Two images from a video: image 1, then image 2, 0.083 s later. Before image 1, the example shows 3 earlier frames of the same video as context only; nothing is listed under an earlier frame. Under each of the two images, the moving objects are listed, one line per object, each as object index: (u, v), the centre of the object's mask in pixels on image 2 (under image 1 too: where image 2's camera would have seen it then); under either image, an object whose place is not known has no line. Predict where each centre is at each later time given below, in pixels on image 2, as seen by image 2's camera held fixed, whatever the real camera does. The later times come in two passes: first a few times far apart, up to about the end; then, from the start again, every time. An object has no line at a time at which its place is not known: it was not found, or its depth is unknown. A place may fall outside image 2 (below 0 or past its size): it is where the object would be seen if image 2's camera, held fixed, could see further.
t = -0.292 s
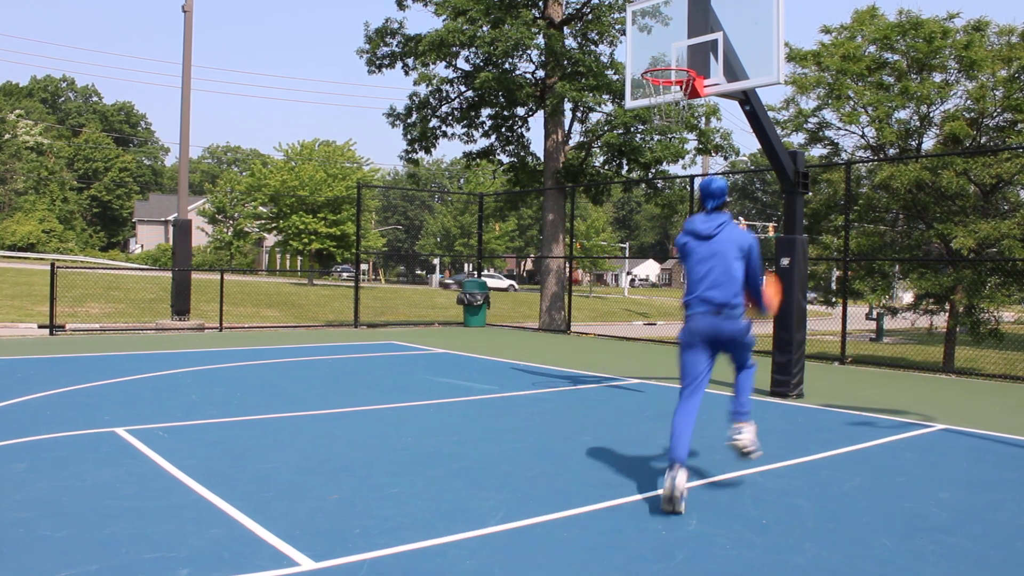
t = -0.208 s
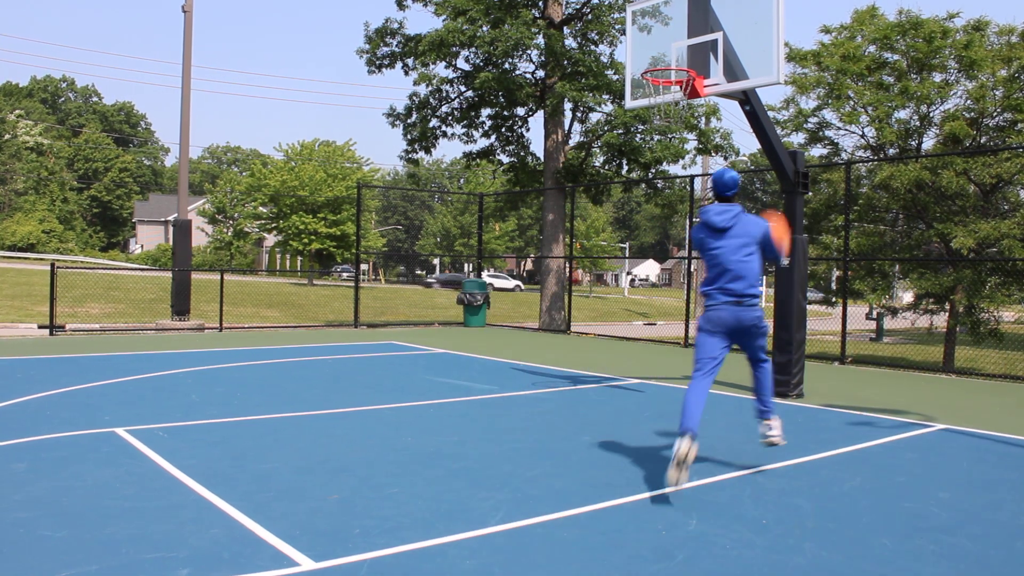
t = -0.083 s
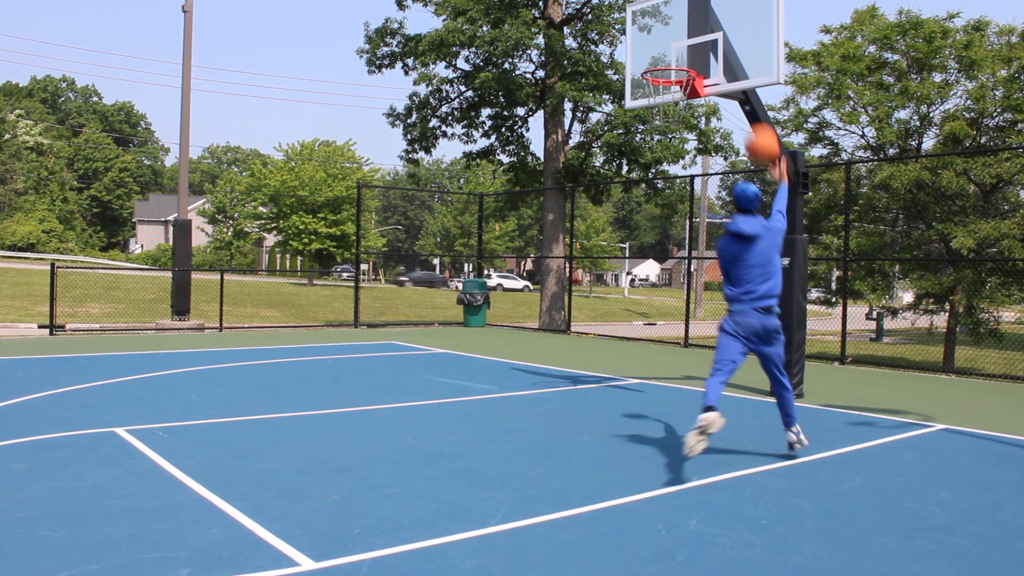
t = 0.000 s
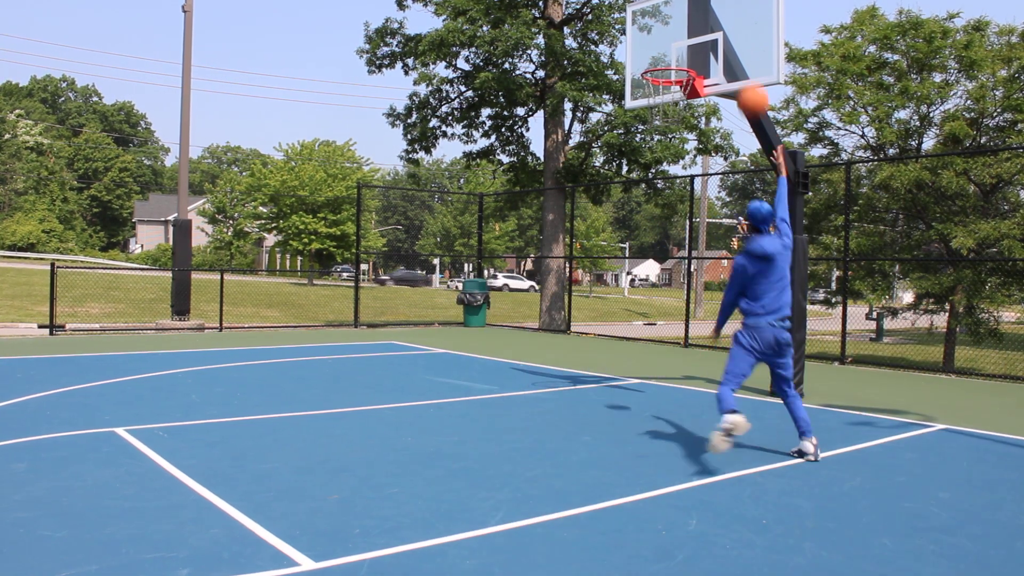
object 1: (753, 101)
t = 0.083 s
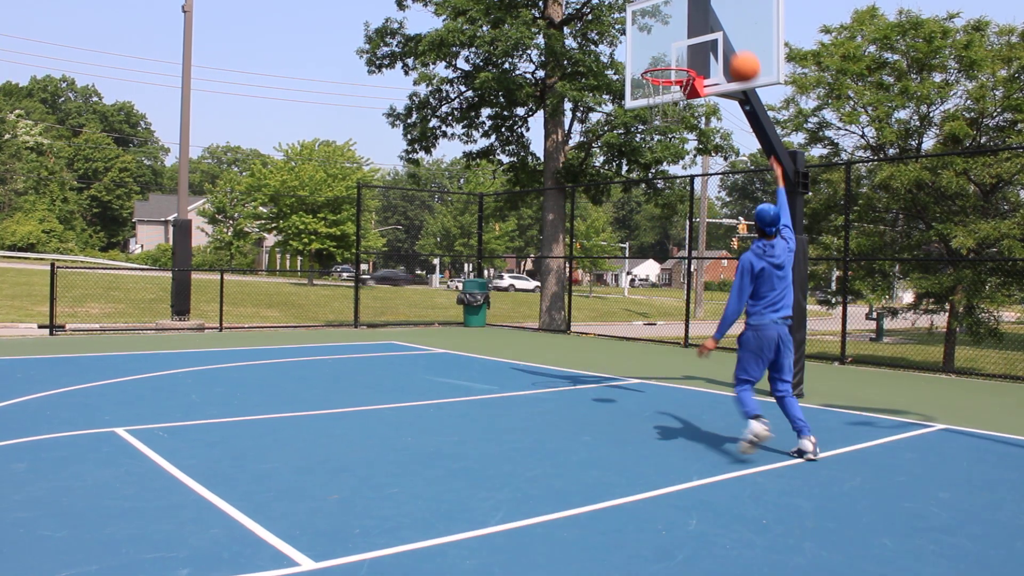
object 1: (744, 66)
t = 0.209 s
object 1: (734, 39)
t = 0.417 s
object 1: (718, 35)
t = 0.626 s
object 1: (685, 57)
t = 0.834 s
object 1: (653, 102)
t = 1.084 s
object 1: (651, 119)
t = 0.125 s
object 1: (740, 55)
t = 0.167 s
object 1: (737, 46)
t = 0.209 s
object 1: (734, 39)
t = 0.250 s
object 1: (730, 34)
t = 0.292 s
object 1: (727, 32)
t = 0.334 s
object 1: (724, 31)
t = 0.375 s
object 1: (720, 32)
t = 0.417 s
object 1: (718, 35)
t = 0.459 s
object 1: (715, 39)
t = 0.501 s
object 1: (708, 42)
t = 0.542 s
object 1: (700, 46)
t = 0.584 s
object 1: (693, 51)
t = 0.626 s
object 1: (685, 57)
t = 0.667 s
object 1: (677, 67)
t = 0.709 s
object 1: (667, 80)
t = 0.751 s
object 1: (660, 89)
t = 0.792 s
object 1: (655, 95)
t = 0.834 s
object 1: (653, 102)
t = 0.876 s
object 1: (650, 106)
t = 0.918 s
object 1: (649, 110)
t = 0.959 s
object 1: (649, 112)
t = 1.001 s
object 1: (649, 113)
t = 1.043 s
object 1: (650, 115)
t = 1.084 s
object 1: (651, 119)
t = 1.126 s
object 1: (652, 123)
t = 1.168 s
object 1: (652, 131)
